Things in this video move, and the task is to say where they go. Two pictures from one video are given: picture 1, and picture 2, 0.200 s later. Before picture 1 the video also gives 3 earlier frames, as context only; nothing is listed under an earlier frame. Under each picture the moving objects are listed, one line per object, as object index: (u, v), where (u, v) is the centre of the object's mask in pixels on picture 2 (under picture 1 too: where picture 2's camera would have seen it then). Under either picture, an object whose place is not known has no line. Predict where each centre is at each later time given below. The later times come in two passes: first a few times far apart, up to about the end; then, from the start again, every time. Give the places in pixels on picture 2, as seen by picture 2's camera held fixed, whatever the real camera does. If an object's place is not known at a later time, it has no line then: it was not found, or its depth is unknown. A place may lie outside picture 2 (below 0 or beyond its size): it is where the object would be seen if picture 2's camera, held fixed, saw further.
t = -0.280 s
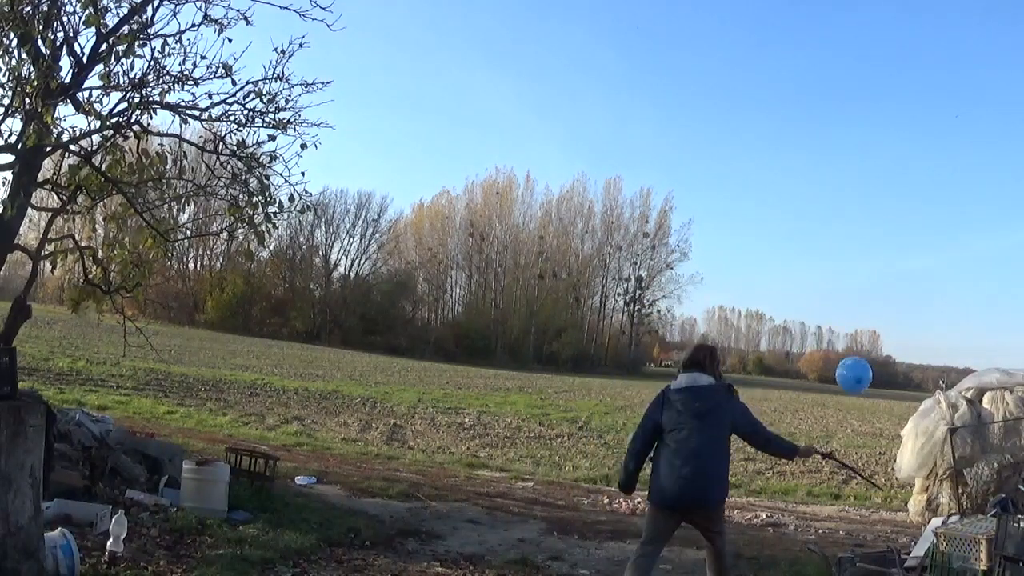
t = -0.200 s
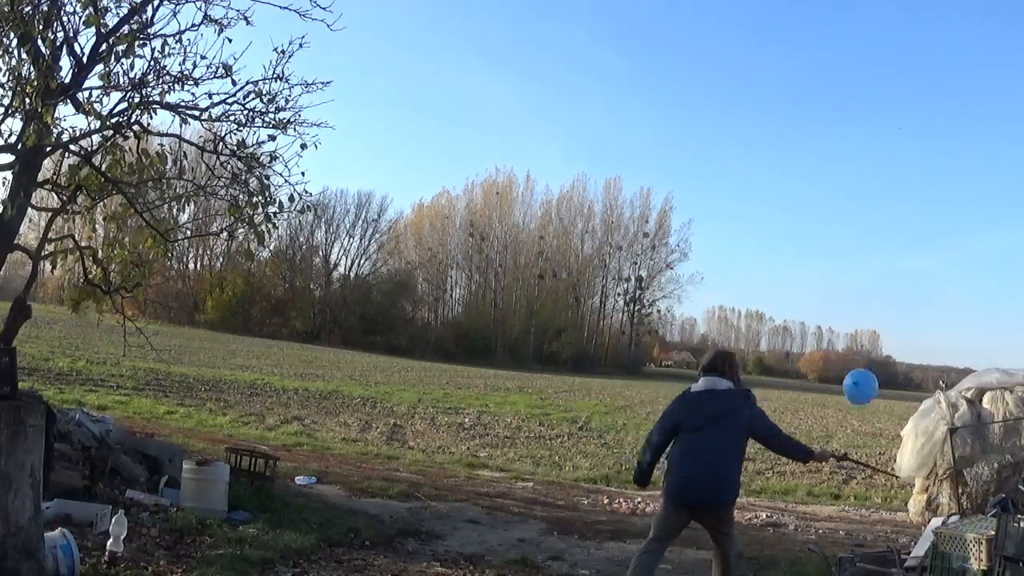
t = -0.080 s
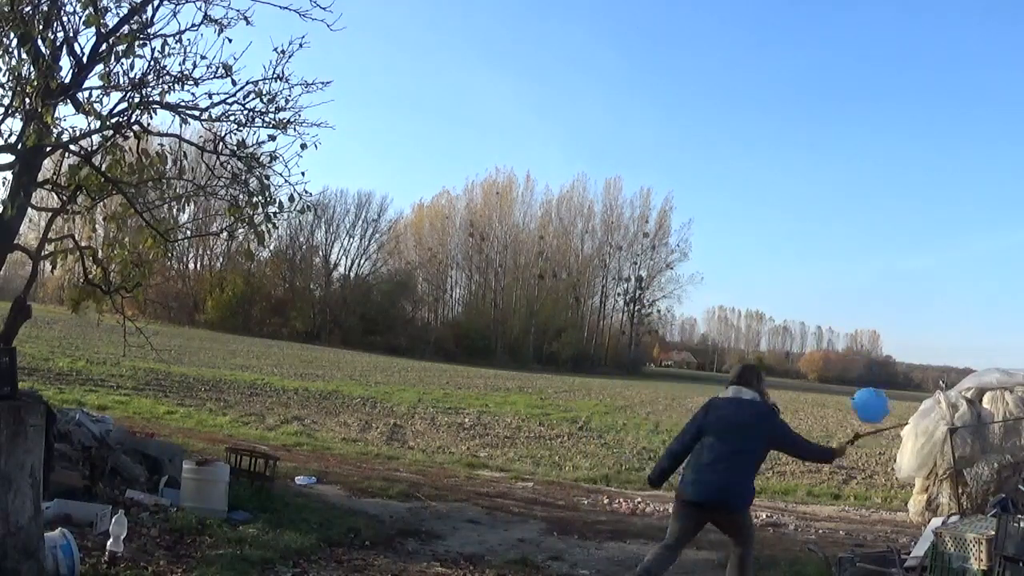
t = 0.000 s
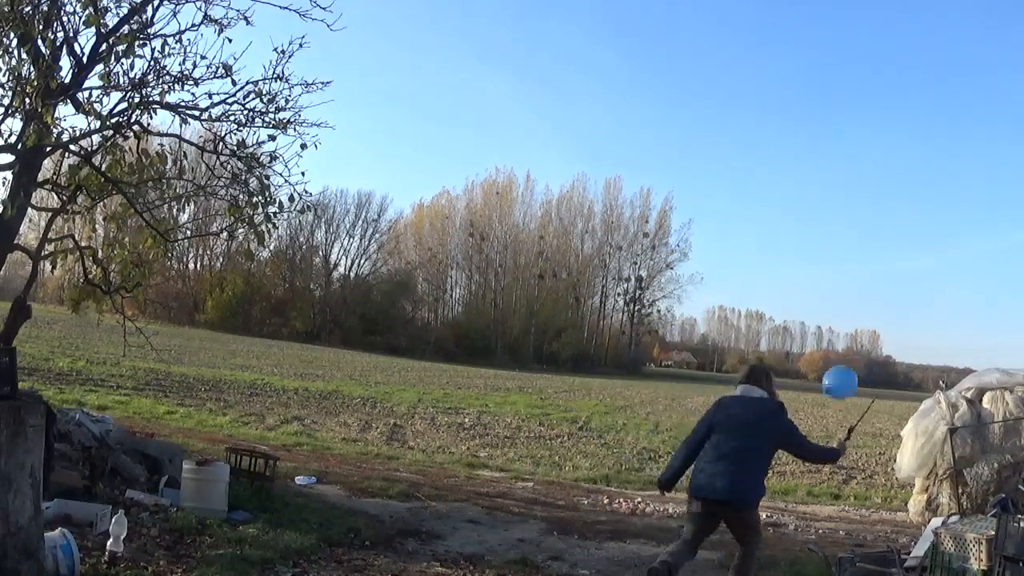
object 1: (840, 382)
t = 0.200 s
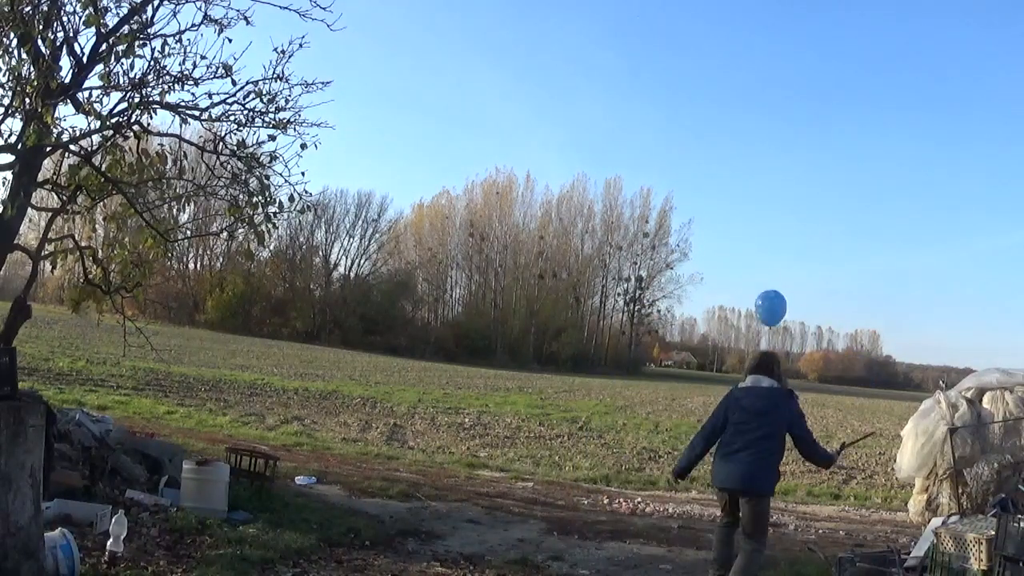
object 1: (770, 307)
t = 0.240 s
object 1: (765, 296)
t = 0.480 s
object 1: (751, 255)
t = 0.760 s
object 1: (751, 234)
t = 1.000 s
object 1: (759, 233)
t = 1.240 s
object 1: (769, 247)
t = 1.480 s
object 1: (781, 272)
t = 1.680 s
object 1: (793, 303)
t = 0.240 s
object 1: (765, 296)
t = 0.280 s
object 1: (762, 286)
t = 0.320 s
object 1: (758, 278)
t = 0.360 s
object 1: (756, 271)
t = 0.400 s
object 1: (754, 265)
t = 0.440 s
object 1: (753, 260)
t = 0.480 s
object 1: (751, 255)
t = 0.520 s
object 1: (750, 251)
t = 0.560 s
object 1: (750, 247)
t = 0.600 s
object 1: (749, 243)
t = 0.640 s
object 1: (749, 240)
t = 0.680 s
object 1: (750, 238)
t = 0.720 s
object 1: (750, 236)
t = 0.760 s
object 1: (751, 234)
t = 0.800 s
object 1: (752, 233)
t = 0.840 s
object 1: (753, 232)
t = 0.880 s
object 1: (755, 232)
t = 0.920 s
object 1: (756, 232)
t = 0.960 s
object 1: (757, 232)
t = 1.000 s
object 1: (759, 233)
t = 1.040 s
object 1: (760, 234)
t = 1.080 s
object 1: (762, 236)
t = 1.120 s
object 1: (763, 238)
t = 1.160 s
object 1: (765, 240)
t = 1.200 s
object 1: (767, 243)
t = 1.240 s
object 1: (769, 247)
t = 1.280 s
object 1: (771, 250)
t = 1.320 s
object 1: (773, 254)
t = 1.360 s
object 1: (775, 258)
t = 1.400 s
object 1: (777, 263)
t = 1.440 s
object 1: (779, 267)
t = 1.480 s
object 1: (781, 272)
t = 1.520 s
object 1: (783, 278)
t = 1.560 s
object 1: (786, 283)
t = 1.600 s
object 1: (788, 289)
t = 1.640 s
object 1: (790, 296)
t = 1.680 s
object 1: (793, 303)
